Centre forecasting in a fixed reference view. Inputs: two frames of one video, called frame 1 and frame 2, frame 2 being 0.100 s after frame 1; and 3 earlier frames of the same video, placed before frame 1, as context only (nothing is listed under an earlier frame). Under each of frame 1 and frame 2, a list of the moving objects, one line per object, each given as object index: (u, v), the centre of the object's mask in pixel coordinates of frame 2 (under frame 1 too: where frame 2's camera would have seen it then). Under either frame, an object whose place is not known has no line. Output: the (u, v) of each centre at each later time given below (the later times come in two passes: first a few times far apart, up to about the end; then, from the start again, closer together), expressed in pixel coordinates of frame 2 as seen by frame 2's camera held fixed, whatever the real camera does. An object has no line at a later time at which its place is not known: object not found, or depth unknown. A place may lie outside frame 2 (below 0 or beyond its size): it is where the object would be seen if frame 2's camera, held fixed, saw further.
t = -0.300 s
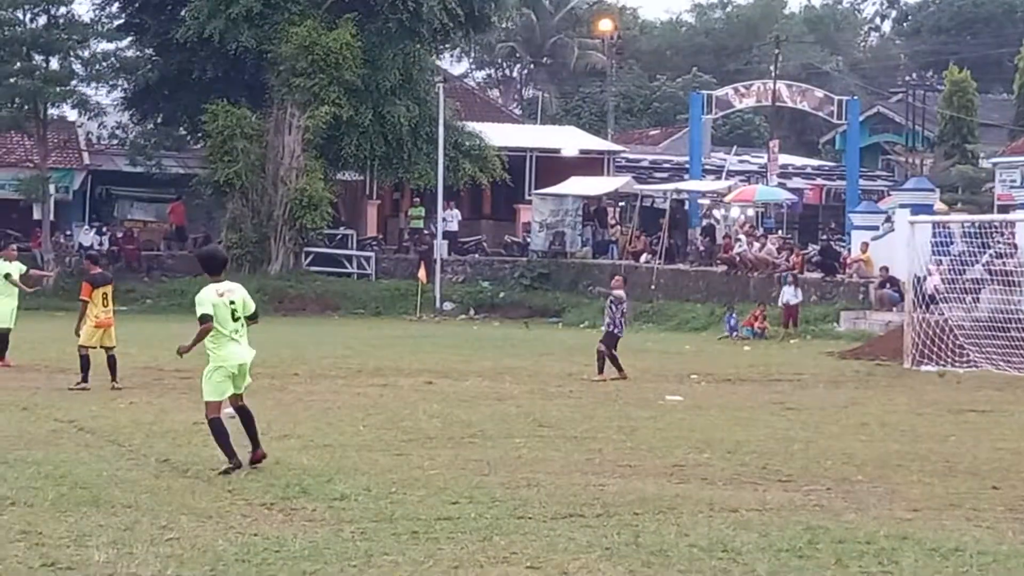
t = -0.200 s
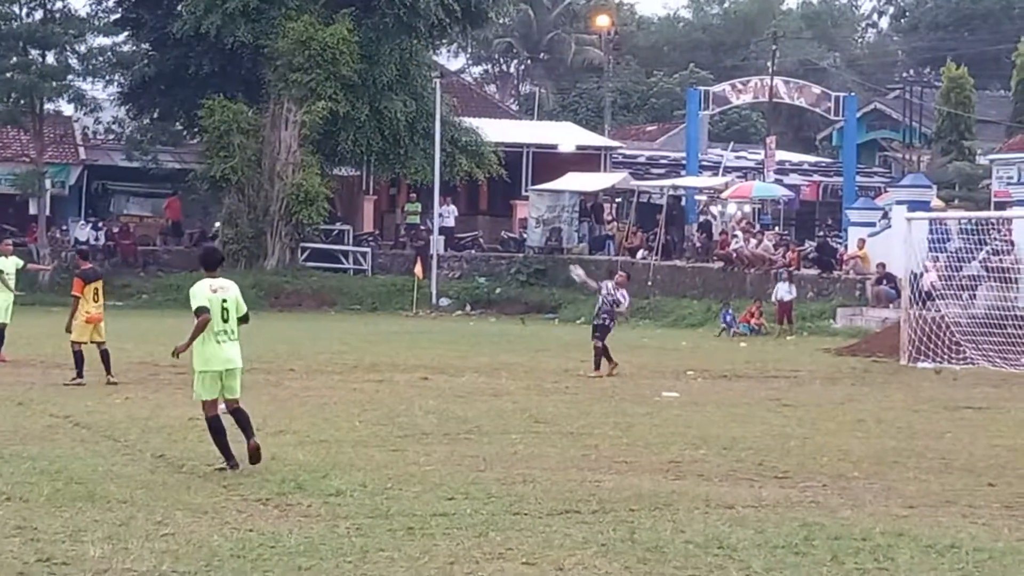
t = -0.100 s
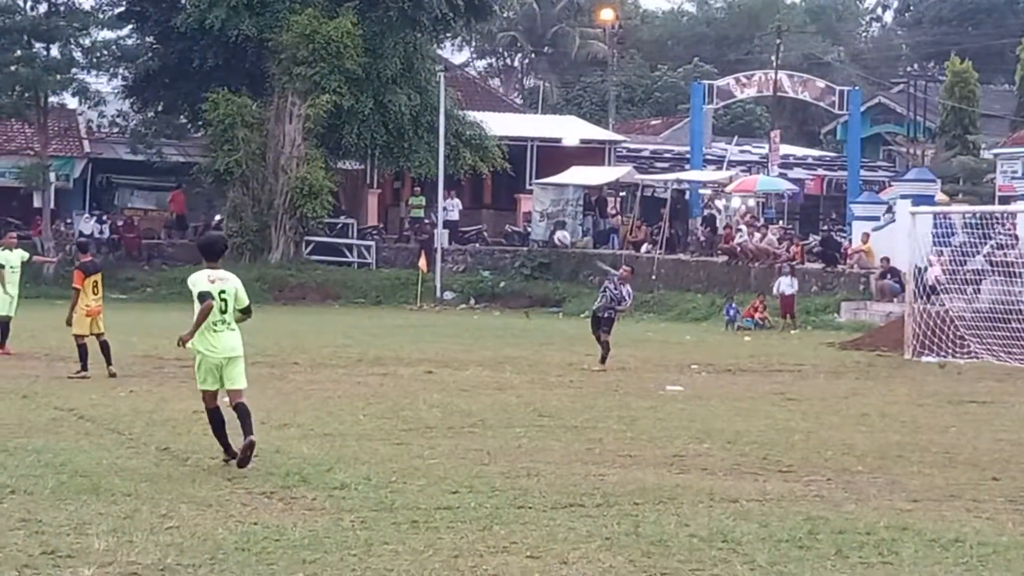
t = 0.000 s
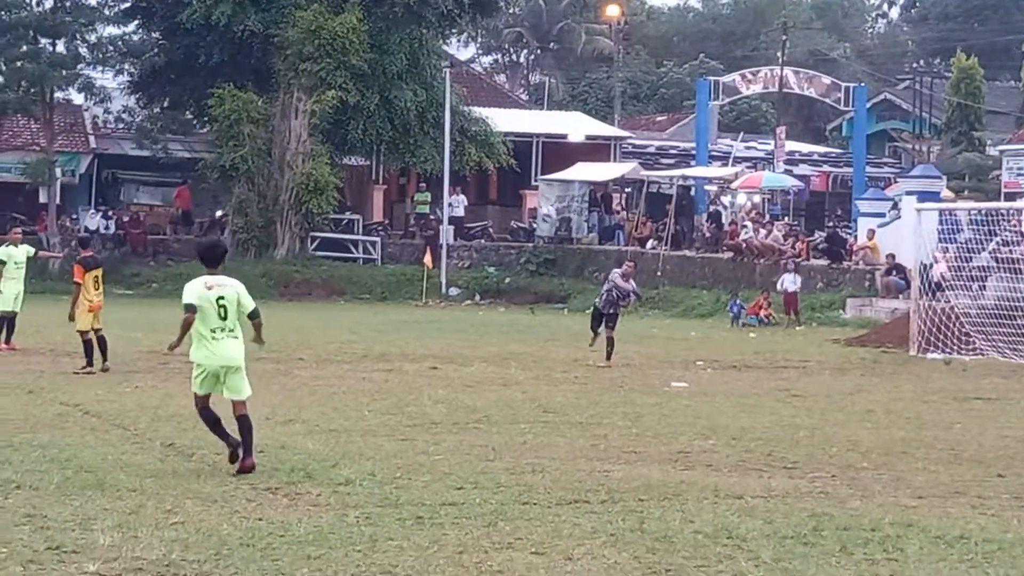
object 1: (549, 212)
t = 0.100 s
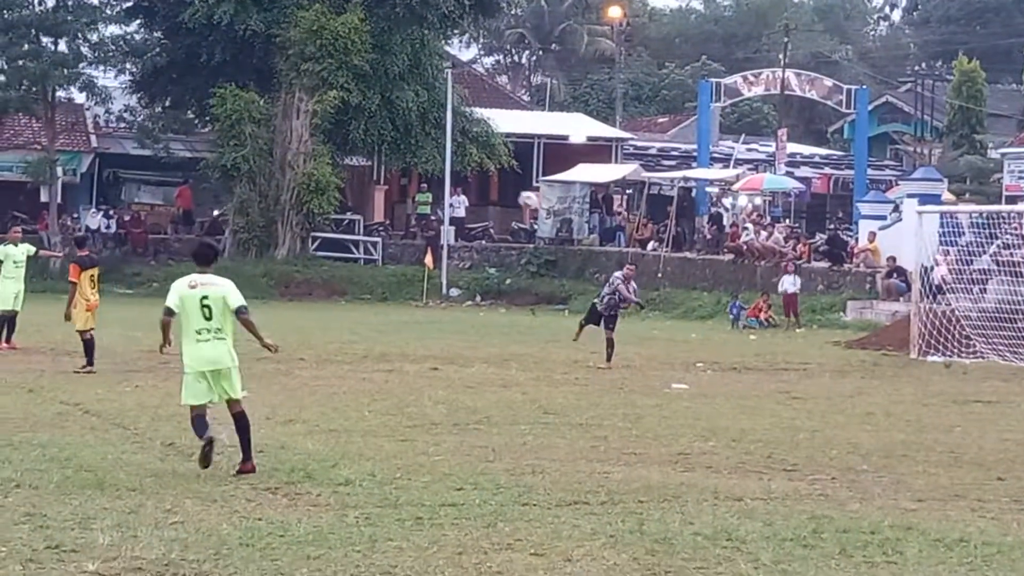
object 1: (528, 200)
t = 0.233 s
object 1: (492, 189)
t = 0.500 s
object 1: (410, 198)
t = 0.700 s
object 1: (319, 252)
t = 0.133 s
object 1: (519, 196)
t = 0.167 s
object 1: (508, 194)
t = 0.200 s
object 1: (500, 190)
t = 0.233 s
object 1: (492, 189)
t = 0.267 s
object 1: (483, 180)
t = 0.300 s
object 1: (475, 182)
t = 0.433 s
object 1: (432, 195)
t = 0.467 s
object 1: (420, 194)
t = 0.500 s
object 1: (410, 198)
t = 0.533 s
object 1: (396, 205)
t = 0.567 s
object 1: (382, 214)
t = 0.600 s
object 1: (367, 220)
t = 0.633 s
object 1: (352, 229)
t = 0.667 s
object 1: (338, 238)
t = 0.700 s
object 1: (319, 252)
